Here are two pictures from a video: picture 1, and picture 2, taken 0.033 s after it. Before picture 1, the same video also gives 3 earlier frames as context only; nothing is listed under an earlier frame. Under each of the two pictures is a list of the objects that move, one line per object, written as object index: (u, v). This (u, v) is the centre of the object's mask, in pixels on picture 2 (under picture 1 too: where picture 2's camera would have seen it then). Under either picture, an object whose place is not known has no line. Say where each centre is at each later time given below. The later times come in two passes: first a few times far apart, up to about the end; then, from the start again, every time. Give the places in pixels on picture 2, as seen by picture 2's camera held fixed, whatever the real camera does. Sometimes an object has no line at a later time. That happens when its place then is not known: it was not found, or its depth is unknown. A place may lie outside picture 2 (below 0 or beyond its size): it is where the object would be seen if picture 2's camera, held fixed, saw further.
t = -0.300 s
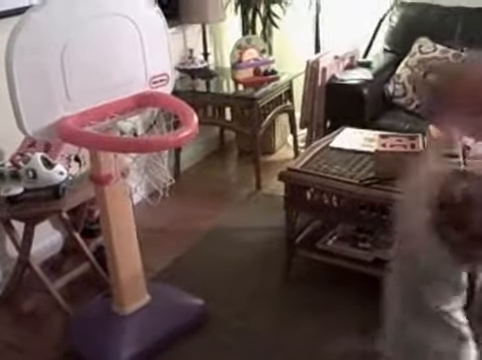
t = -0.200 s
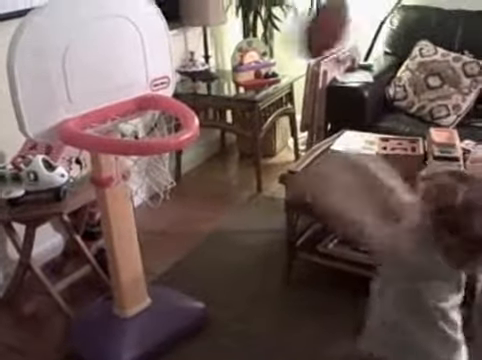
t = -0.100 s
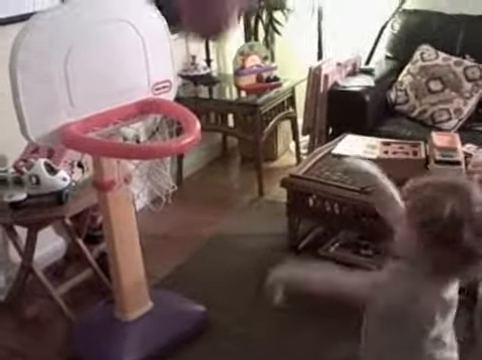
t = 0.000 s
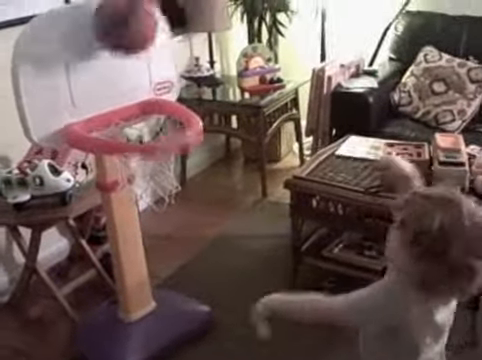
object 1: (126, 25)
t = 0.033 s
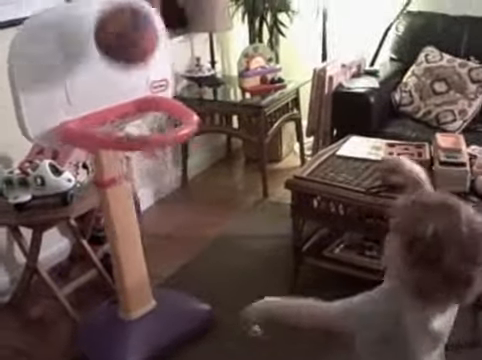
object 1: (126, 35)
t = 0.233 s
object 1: (132, 86)
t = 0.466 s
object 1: (136, 106)
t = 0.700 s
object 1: (173, 235)
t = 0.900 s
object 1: (239, 291)
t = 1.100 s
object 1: (338, 349)
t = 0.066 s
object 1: (126, 50)
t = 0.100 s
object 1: (129, 71)
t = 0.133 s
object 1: (131, 94)
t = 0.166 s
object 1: (134, 105)
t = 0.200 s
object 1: (133, 98)
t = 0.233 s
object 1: (132, 86)
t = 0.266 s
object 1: (130, 78)
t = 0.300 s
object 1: (130, 75)
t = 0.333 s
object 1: (130, 73)
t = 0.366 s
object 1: (131, 75)
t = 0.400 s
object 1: (132, 81)
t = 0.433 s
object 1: (133, 92)
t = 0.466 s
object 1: (136, 106)
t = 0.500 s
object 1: (141, 123)
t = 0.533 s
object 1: (145, 132)
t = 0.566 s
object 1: (151, 150)
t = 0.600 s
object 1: (163, 168)
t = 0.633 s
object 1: (164, 193)
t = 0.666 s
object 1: (169, 204)
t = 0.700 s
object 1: (173, 235)
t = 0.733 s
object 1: (180, 259)
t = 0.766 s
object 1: (201, 295)
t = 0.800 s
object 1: (201, 291)
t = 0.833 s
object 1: (211, 293)
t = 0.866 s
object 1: (222, 292)
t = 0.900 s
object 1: (239, 291)
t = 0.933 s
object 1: (249, 295)
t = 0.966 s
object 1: (264, 296)
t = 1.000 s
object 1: (283, 306)
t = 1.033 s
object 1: (299, 318)
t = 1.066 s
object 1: (318, 330)
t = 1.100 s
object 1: (338, 349)
